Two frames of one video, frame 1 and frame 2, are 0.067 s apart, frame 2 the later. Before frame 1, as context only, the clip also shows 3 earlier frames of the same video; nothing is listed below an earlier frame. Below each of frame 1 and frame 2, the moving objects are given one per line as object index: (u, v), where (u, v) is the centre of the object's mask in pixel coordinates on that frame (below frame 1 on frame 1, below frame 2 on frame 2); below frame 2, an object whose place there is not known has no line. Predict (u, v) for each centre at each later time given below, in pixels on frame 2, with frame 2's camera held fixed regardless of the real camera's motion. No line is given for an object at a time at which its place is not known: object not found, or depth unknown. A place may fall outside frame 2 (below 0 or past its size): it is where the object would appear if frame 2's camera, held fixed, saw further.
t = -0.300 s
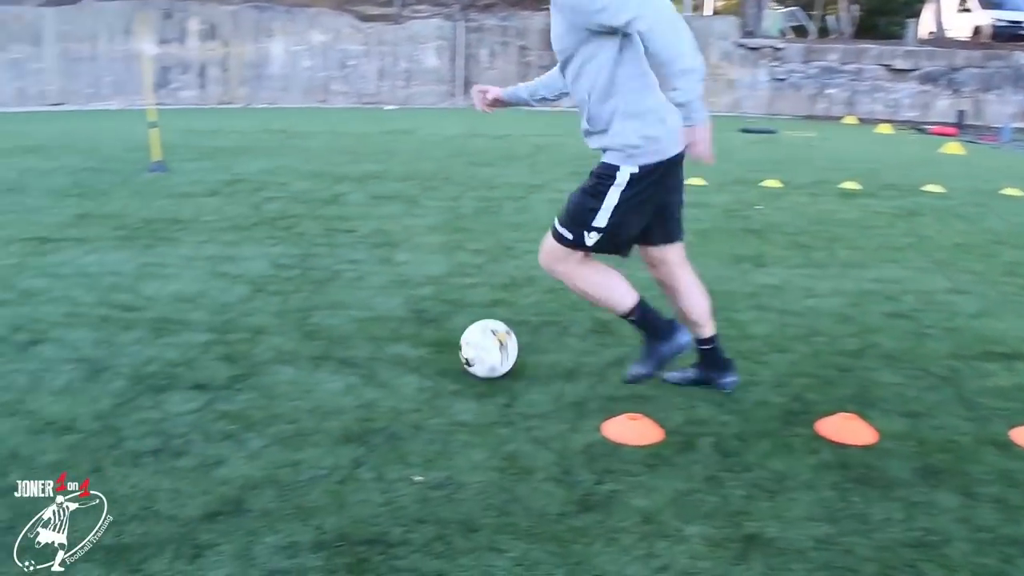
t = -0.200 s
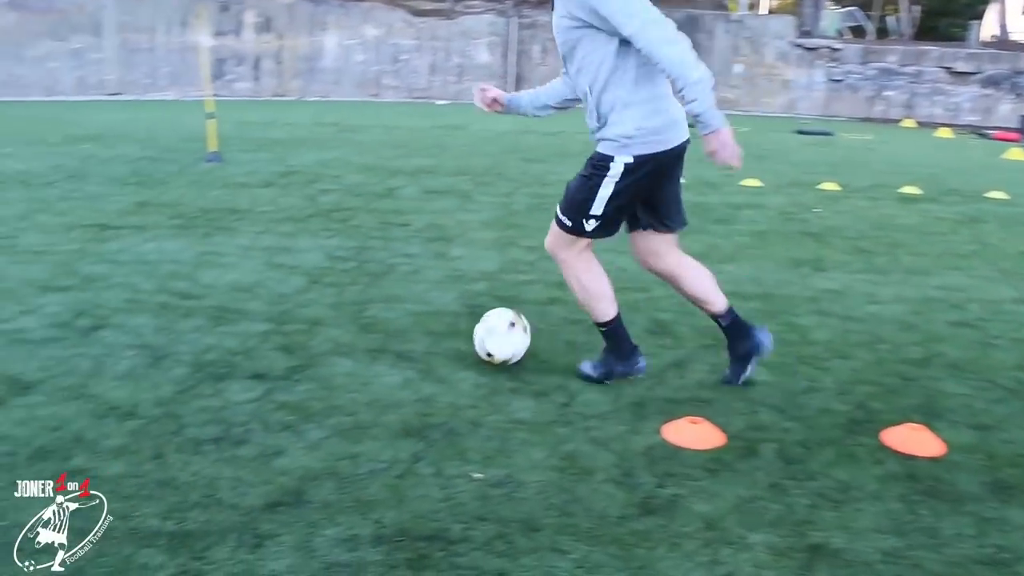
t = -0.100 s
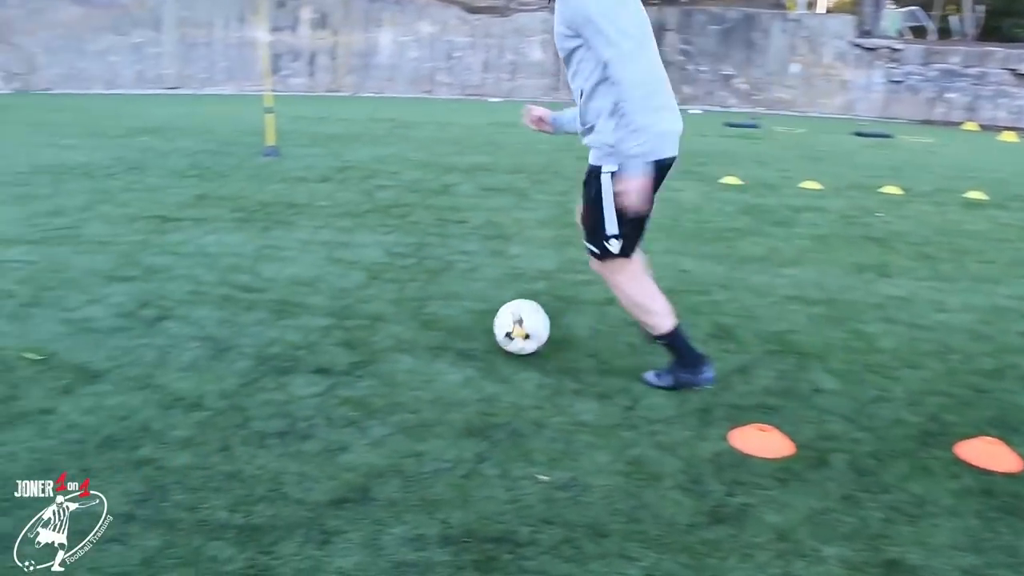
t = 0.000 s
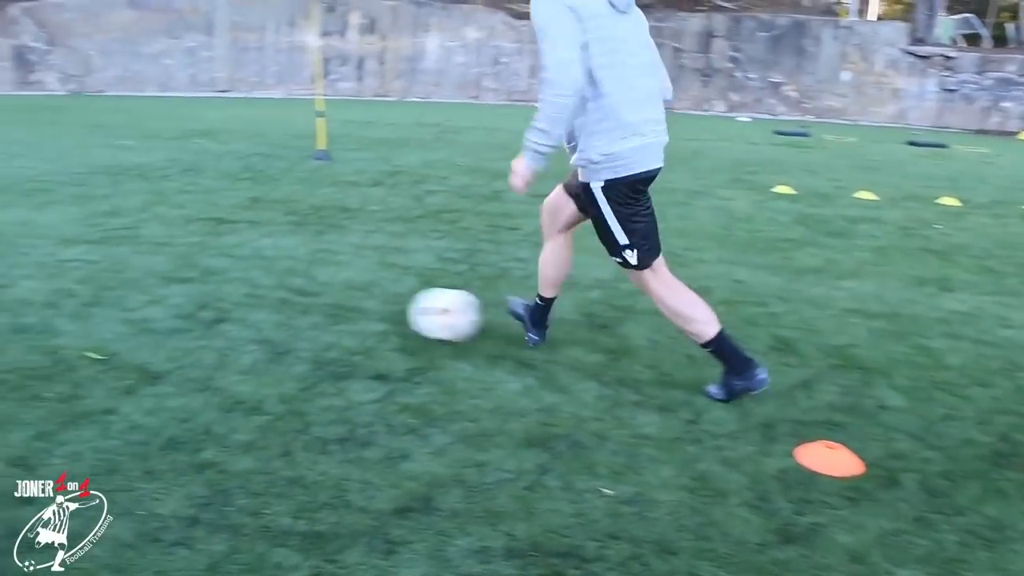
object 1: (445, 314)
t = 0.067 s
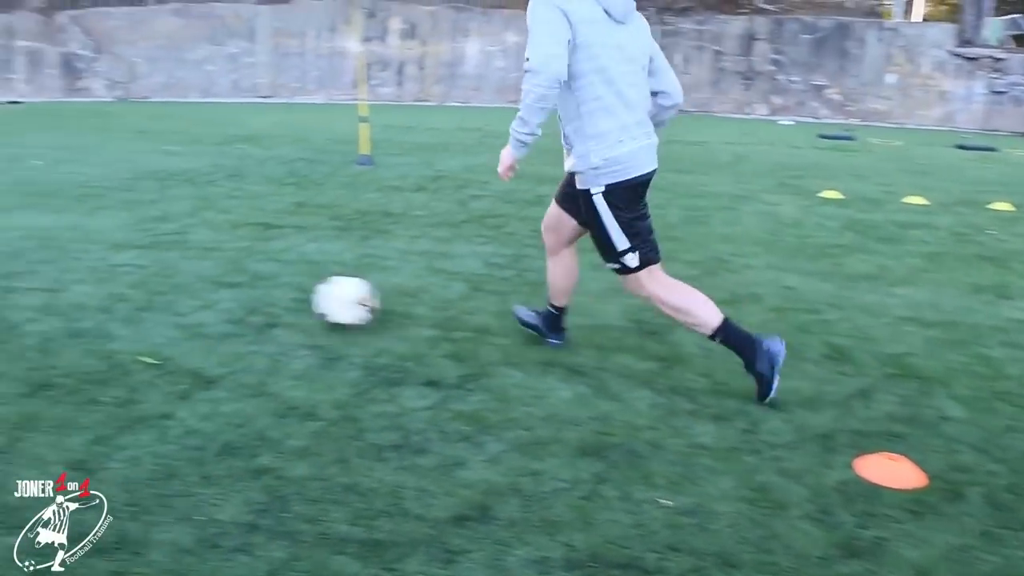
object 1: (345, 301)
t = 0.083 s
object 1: (311, 296)
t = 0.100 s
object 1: (279, 292)
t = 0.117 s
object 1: (249, 287)
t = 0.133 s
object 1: (220, 283)
